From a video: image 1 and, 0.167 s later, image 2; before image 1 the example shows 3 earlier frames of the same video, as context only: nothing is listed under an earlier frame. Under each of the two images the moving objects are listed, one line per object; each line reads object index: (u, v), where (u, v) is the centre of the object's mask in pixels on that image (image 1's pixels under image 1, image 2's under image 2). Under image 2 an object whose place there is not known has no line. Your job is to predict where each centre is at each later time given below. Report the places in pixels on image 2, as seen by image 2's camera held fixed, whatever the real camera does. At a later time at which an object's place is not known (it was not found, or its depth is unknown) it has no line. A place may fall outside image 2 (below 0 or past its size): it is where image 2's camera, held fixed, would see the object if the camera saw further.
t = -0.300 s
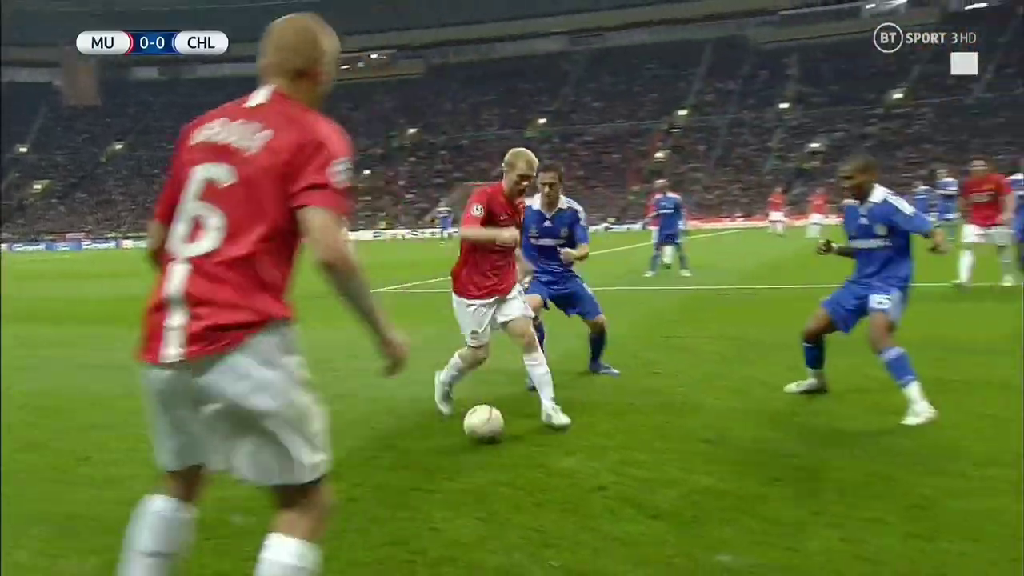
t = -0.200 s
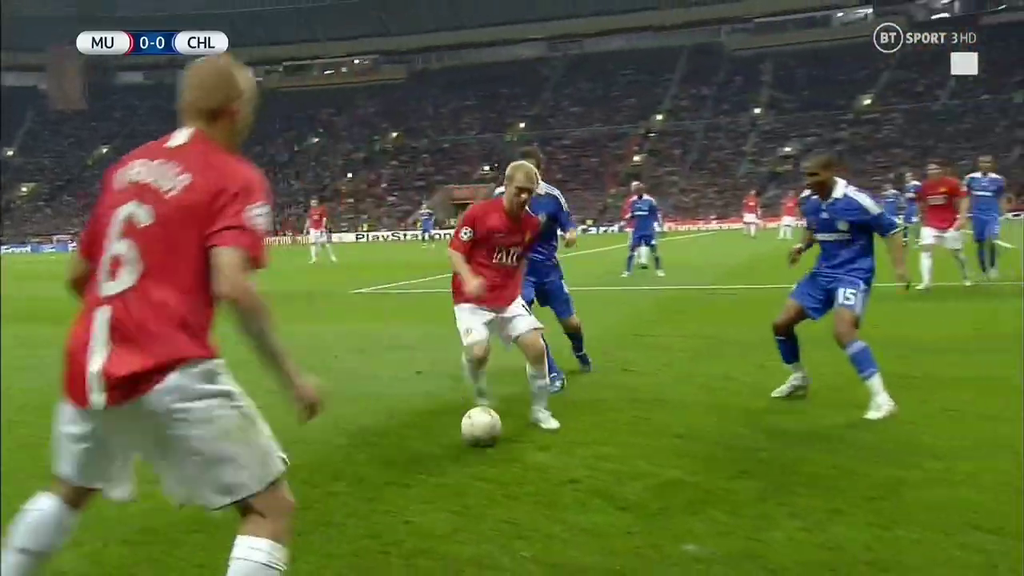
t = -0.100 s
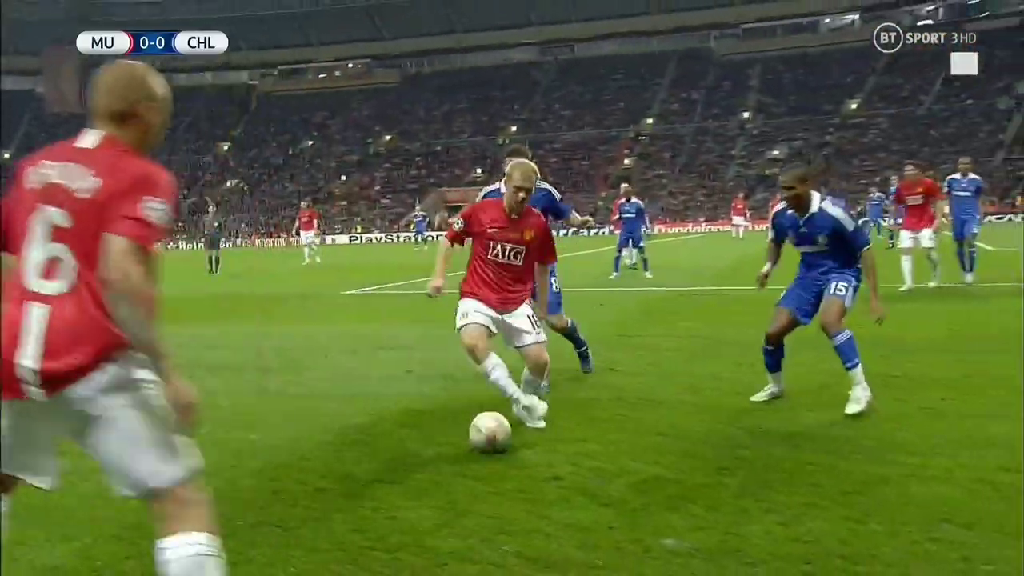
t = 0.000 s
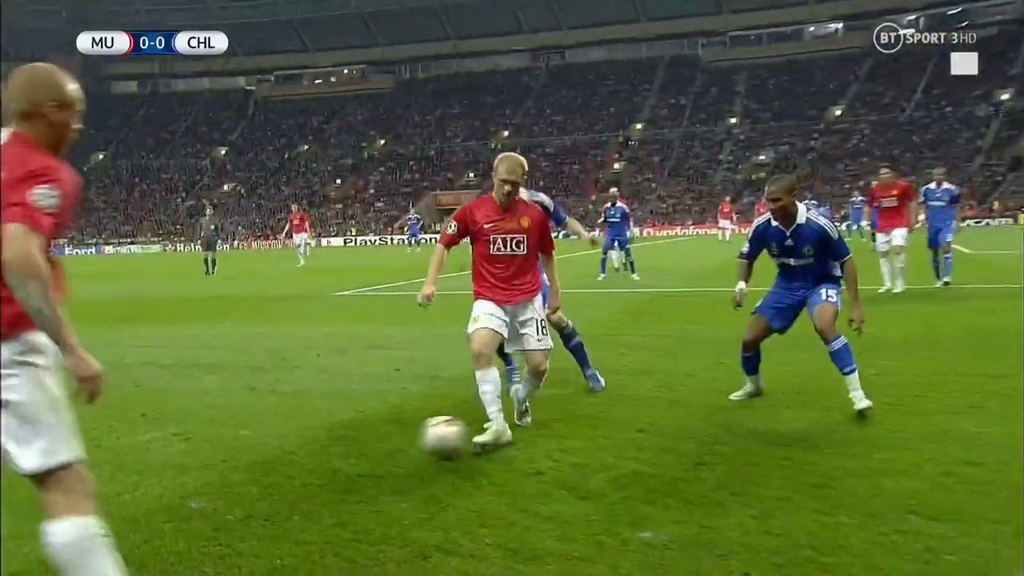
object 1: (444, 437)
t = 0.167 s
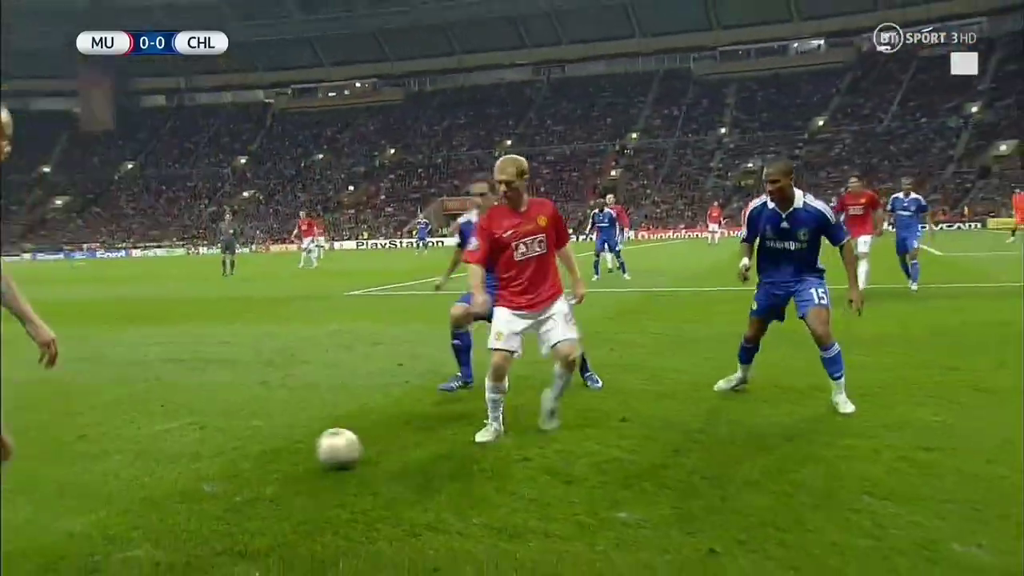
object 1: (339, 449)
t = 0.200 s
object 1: (317, 452)
